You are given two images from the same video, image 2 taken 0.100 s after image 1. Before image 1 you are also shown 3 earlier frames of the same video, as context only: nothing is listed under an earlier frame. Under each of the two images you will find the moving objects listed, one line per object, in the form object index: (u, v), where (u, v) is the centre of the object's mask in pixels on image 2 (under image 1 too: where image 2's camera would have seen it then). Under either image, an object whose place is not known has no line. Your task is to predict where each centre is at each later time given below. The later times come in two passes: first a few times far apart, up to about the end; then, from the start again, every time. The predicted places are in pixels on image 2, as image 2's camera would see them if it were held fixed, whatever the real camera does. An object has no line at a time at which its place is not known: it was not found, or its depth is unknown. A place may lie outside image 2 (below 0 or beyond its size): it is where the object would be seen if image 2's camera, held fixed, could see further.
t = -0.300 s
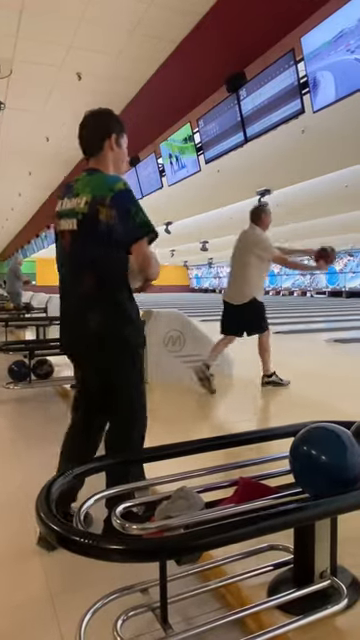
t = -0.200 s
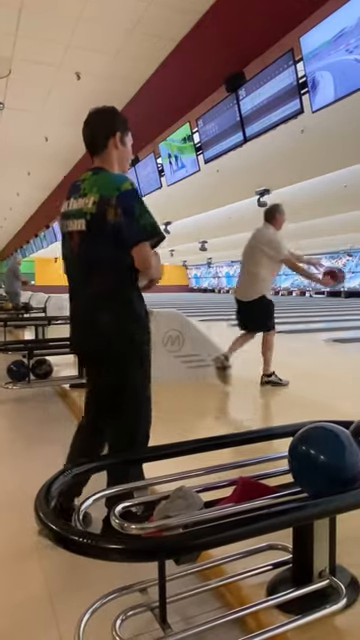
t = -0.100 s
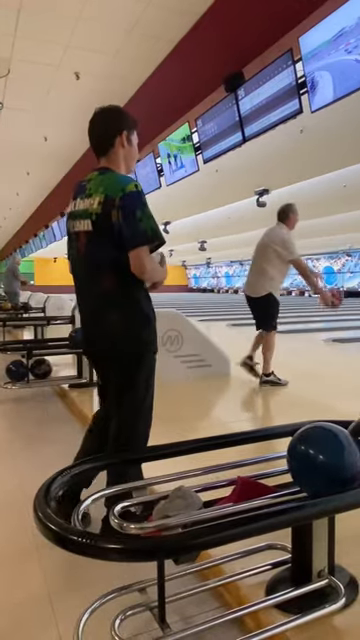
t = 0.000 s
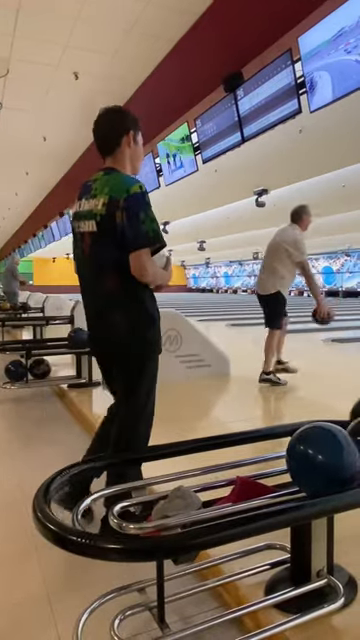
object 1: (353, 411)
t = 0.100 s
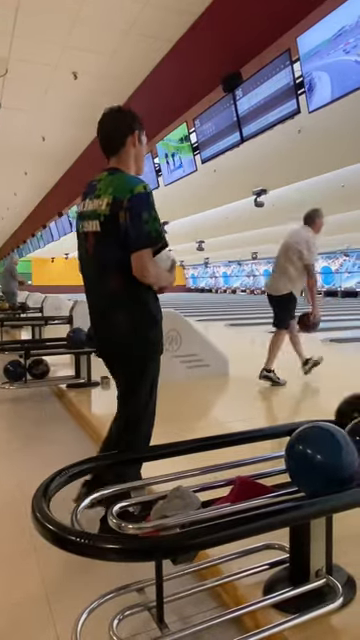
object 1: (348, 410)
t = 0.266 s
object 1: (339, 409)
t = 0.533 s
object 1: (312, 413)
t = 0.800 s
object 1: (278, 427)
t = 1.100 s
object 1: (245, 438)
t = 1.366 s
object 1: (206, 445)
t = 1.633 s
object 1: (165, 452)
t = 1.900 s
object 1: (119, 461)
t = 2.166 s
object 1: (92, 477)
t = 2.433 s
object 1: (111, 492)
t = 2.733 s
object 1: (159, 492)
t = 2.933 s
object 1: (188, 486)
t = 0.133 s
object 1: (346, 410)
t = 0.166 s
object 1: (344, 410)
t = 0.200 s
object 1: (342, 409)
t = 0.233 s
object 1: (341, 409)
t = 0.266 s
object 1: (339, 409)
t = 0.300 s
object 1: (336, 410)
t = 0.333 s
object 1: (334, 410)
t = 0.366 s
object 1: (330, 410)
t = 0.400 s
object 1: (327, 411)
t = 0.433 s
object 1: (324, 411)
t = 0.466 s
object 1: (321, 412)
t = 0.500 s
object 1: (317, 412)
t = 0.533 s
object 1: (312, 413)
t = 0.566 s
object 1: (307, 415)
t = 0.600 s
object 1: (302, 416)
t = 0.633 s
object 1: (297, 417)
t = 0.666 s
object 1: (293, 419)
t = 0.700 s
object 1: (289, 421)
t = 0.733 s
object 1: (285, 423)
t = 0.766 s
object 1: (281, 425)
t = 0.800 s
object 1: (278, 427)
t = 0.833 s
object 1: (275, 429)
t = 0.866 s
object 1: (272, 431)
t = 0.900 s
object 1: (268, 432)
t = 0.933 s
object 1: (265, 434)
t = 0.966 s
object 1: (262, 435)
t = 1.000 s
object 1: (258, 436)
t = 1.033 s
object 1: (254, 437)
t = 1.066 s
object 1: (250, 438)
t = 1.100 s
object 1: (245, 438)
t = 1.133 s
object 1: (241, 439)
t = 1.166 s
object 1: (236, 440)
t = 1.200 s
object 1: (232, 441)
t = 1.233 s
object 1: (227, 442)
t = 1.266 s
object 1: (223, 443)
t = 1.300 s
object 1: (212, 444)
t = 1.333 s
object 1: (211, 445)
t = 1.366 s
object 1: (206, 445)
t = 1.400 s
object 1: (201, 446)
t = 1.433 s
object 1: (196, 447)
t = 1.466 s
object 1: (191, 448)
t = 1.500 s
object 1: (187, 448)
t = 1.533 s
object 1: (181, 449)
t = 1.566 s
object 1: (176, 450)
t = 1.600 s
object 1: (170, 451)
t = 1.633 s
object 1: (165, 452)
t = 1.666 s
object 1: (159, 454)
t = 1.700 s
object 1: (154, 454)
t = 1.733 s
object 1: (148, 456)
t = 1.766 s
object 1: (142, 457)
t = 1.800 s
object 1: (137, 458)
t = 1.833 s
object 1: (131, 459)
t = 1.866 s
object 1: (125, 460)
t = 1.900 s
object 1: (119, 461)
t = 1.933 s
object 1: (113, 462)
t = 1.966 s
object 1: (108, 464)
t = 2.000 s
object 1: (104, 465)
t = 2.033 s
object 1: (100, 468)
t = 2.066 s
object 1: (97, 470)
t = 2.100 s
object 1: (94, 472)
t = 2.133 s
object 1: (92, 474)
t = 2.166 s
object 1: (92, 477)
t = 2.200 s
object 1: (91, 480)
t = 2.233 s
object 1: (92, 482)
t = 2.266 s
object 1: (94, 484)
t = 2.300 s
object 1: (96, 486)
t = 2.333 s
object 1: (99, 488)
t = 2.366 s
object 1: (103, 489)
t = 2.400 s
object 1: (107, 491)
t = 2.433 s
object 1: (111, 492)
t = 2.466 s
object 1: (116, 493)
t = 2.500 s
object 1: (121, 494)
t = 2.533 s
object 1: (127, 494)
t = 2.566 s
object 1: (132, 494)
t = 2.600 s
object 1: (138, 493)
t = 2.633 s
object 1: (143, 493)
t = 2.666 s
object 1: (149, 493)
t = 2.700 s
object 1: (154, 493)
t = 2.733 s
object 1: (159, 492)
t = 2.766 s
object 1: (164, 490)
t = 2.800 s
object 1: (169, 490)
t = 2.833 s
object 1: (174, 488)
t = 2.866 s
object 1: (179, 488)
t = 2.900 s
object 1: (184, 487)
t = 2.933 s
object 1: (188, 486)
